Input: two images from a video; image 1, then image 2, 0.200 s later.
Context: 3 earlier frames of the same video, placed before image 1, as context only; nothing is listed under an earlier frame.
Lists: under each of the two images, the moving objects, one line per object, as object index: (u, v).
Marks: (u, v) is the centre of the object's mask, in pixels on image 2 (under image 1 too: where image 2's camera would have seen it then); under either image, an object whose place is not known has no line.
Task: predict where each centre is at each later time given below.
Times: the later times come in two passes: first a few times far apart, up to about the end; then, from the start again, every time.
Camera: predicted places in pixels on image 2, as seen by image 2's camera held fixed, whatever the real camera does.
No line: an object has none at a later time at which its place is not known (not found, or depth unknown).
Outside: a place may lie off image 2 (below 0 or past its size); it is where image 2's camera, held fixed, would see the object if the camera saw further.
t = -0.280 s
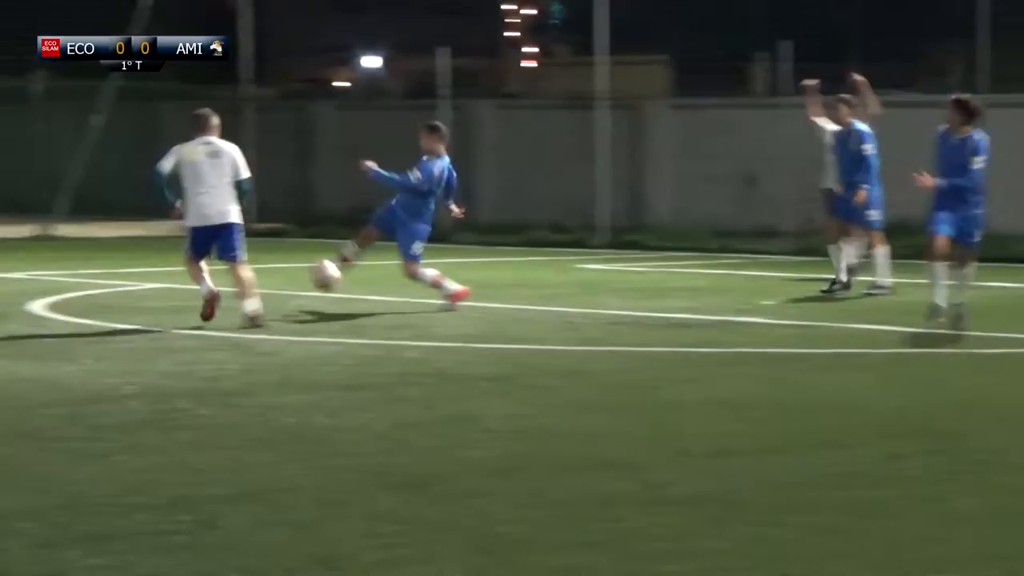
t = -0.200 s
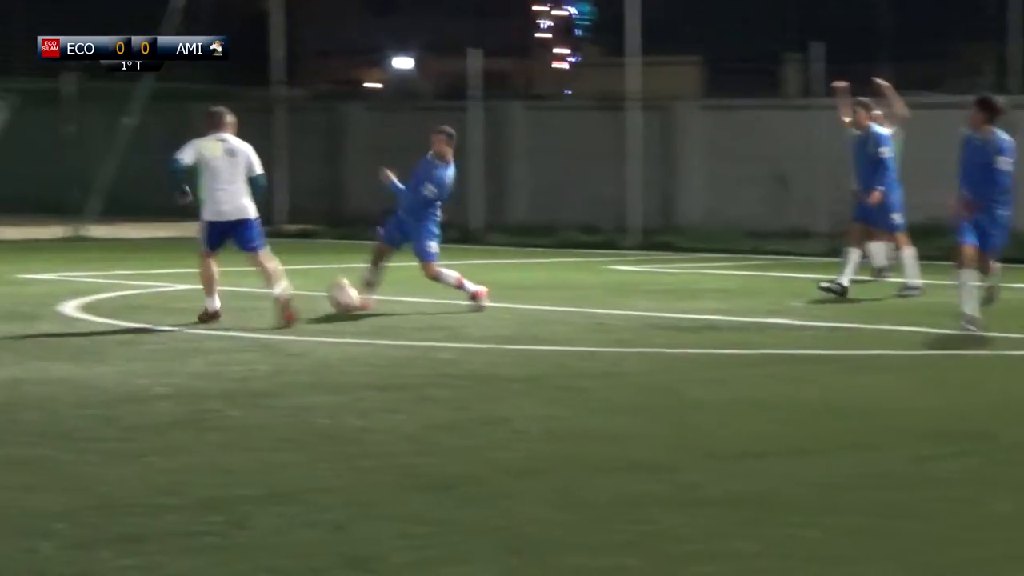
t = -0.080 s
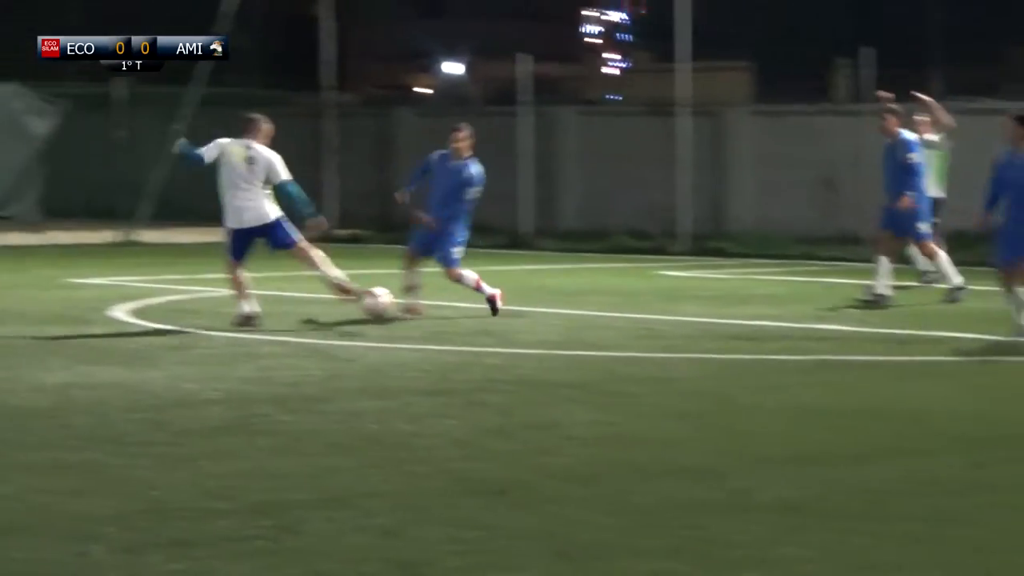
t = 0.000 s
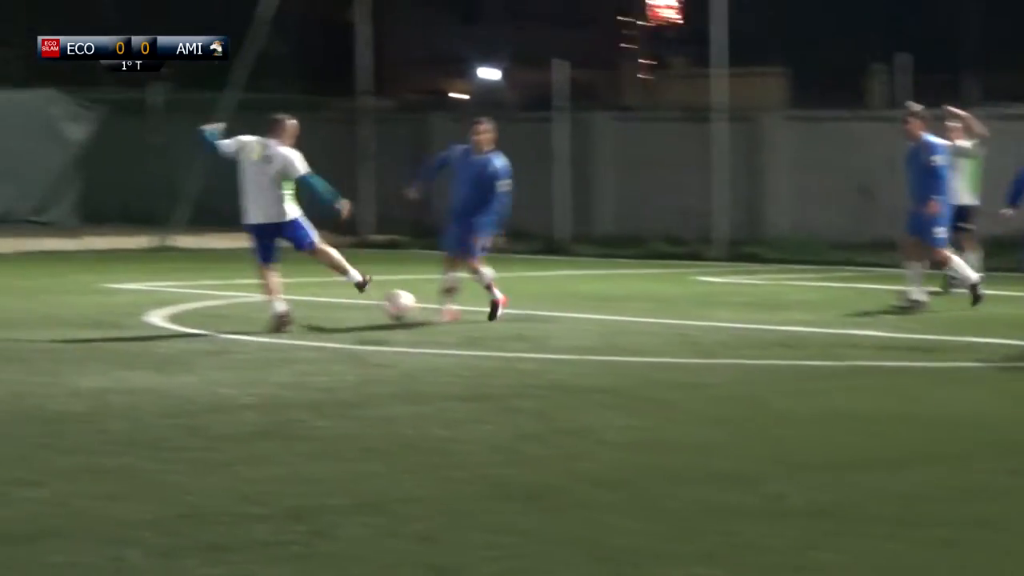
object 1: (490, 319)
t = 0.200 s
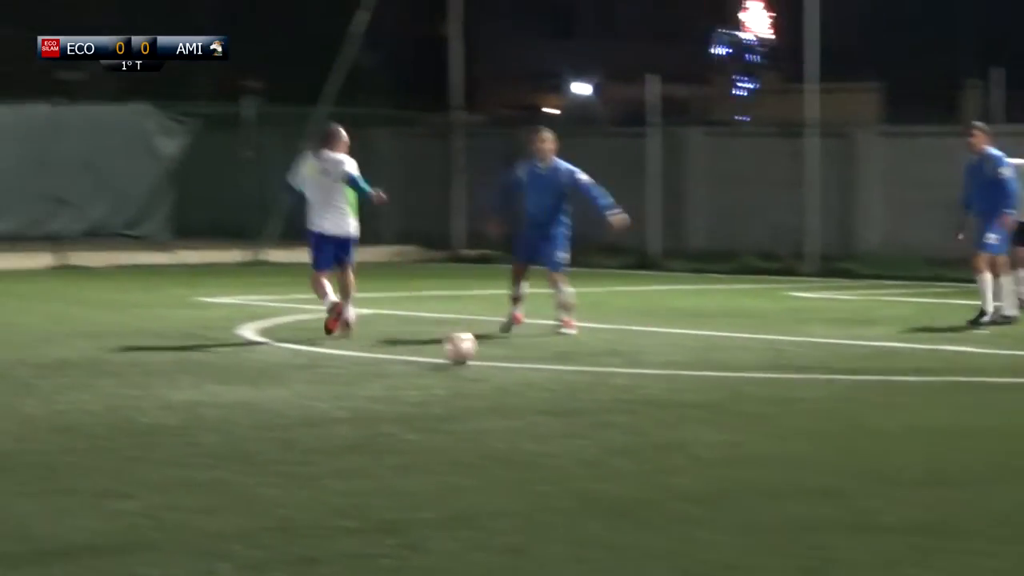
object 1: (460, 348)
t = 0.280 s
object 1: (447, 341)
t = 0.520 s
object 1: (408, 363)
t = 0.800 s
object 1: (353, 376)
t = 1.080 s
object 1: (295, 389)
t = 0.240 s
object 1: (453, 343)
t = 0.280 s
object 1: (447, 341)
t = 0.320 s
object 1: (440, 340)
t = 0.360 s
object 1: (434, 342)
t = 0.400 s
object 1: (428, 347)
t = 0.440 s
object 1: (422, 355)
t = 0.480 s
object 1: (416, 363)
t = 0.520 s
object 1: (408, 363)
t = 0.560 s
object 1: (401, 363)
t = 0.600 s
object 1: (393, 367)
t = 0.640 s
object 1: (385, 369)
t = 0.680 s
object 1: (376, 370)
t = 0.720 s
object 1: (369, 372)
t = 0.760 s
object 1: (361, 374)
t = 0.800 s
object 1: (353, 376)
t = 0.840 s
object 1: (345, 378)
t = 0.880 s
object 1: (337, 379)
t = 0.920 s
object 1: (328, 381)
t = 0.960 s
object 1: (319, 382)
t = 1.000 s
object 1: (311, 384)
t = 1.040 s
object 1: (304, 386)
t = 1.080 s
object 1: (295, 389)
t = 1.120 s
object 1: (285, 391)
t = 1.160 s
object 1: (279, 392)
